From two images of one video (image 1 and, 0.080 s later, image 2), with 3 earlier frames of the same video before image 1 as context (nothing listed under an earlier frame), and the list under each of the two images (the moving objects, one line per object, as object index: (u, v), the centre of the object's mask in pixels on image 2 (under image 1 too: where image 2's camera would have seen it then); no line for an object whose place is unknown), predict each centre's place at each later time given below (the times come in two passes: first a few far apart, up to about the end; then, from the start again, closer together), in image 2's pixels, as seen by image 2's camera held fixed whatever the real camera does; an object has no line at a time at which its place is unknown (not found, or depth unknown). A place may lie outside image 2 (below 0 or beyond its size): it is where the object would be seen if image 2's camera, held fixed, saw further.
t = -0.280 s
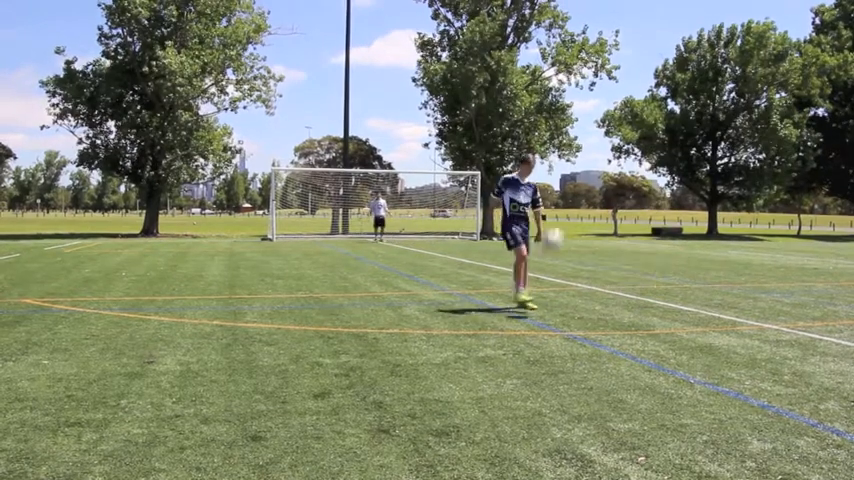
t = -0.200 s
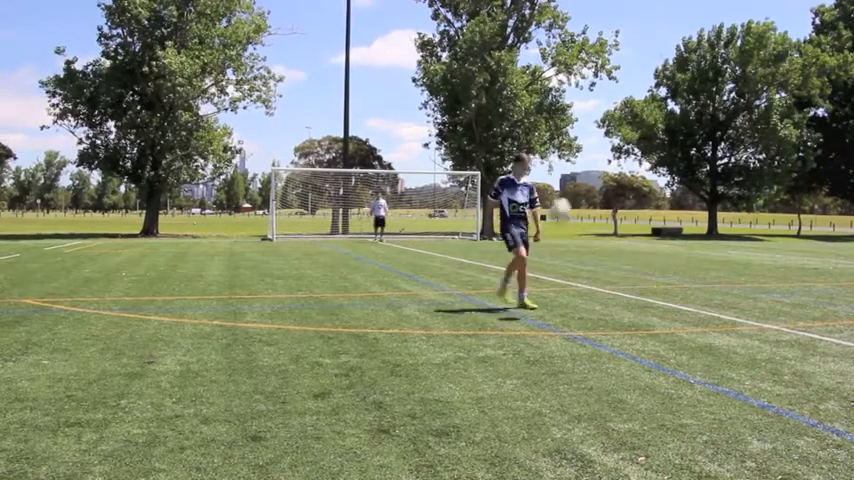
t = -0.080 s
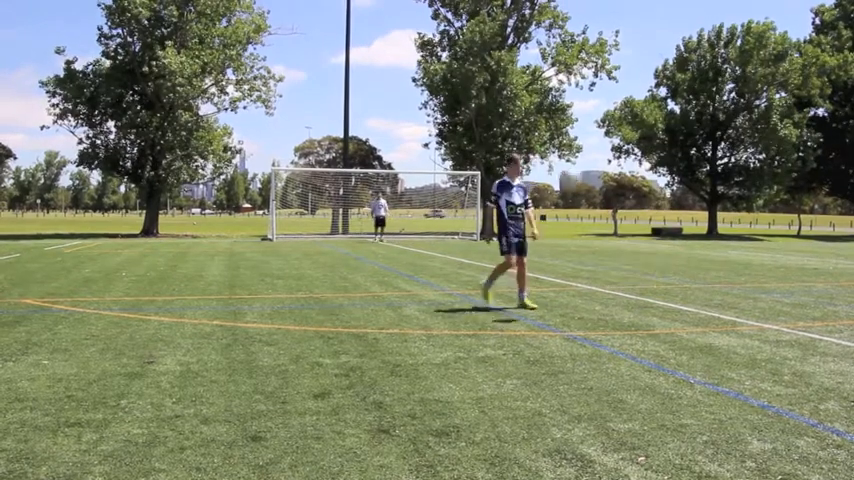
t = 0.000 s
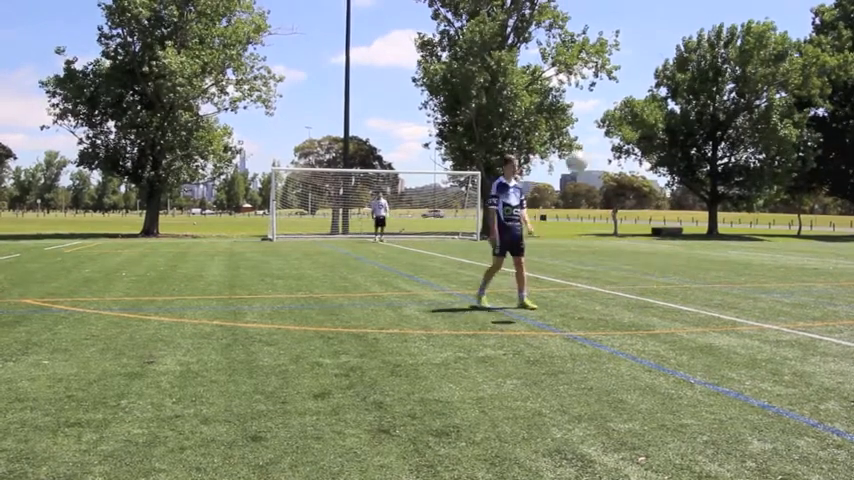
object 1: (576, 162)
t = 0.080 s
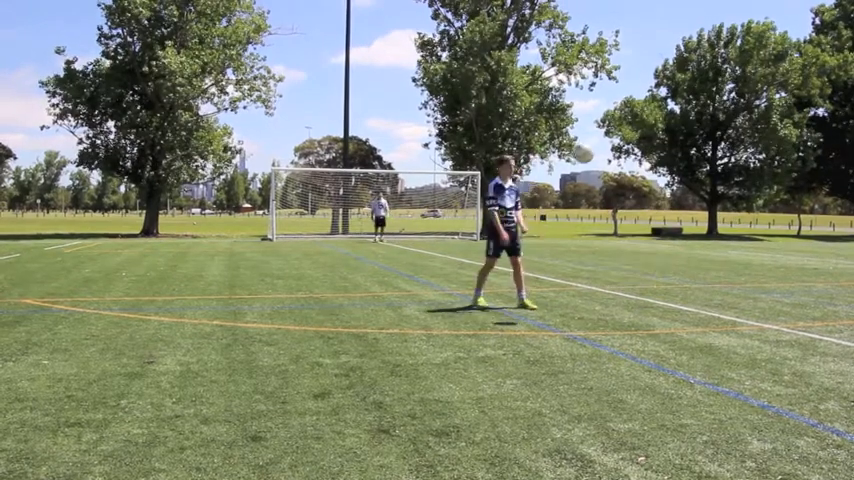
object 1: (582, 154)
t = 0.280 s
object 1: (598, 157)
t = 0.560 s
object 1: (621, 224)
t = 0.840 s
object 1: (617, 275)
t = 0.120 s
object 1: (585, 151)
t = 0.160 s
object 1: (587, 151)
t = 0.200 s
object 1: (592, 152)
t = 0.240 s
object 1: (595, 153)
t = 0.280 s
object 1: (598, 157)
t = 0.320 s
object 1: (601, 162)
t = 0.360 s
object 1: (605, 168)
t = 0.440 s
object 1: (611, 185)
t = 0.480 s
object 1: (615, 196)
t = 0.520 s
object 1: (618, 209)
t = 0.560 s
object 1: (621, 224)
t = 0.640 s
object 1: (628, 258)
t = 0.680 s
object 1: (631, 277)
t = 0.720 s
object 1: (635, 300)
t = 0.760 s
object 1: (632, 309)
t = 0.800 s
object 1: (625, 291)
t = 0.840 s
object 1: (617, 275)
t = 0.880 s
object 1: (611, 263)
